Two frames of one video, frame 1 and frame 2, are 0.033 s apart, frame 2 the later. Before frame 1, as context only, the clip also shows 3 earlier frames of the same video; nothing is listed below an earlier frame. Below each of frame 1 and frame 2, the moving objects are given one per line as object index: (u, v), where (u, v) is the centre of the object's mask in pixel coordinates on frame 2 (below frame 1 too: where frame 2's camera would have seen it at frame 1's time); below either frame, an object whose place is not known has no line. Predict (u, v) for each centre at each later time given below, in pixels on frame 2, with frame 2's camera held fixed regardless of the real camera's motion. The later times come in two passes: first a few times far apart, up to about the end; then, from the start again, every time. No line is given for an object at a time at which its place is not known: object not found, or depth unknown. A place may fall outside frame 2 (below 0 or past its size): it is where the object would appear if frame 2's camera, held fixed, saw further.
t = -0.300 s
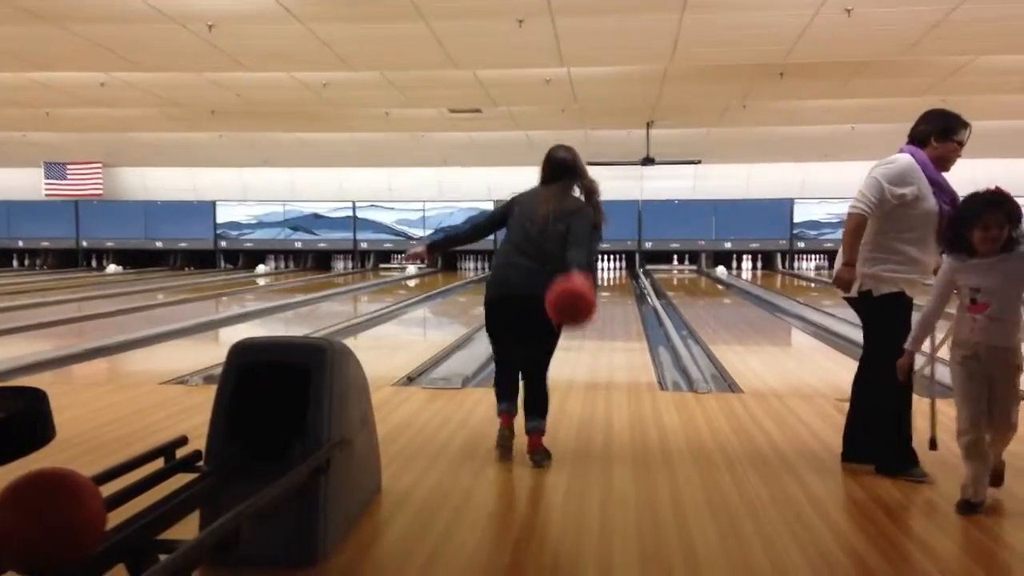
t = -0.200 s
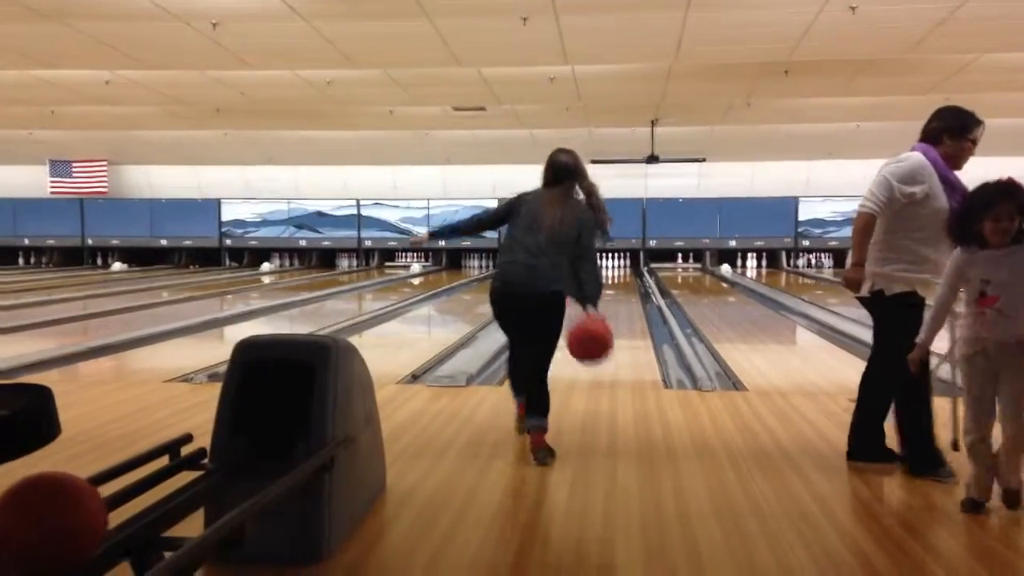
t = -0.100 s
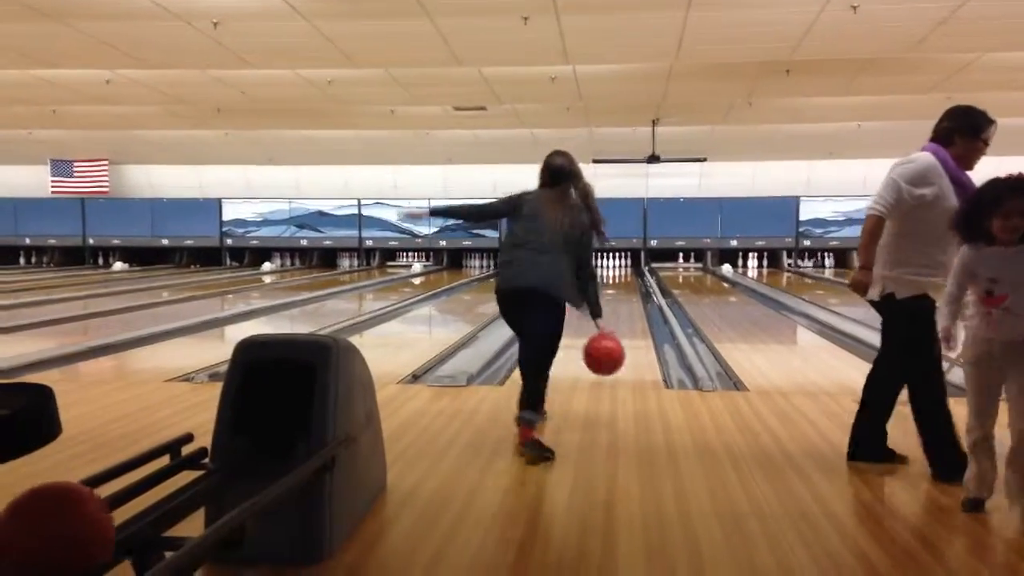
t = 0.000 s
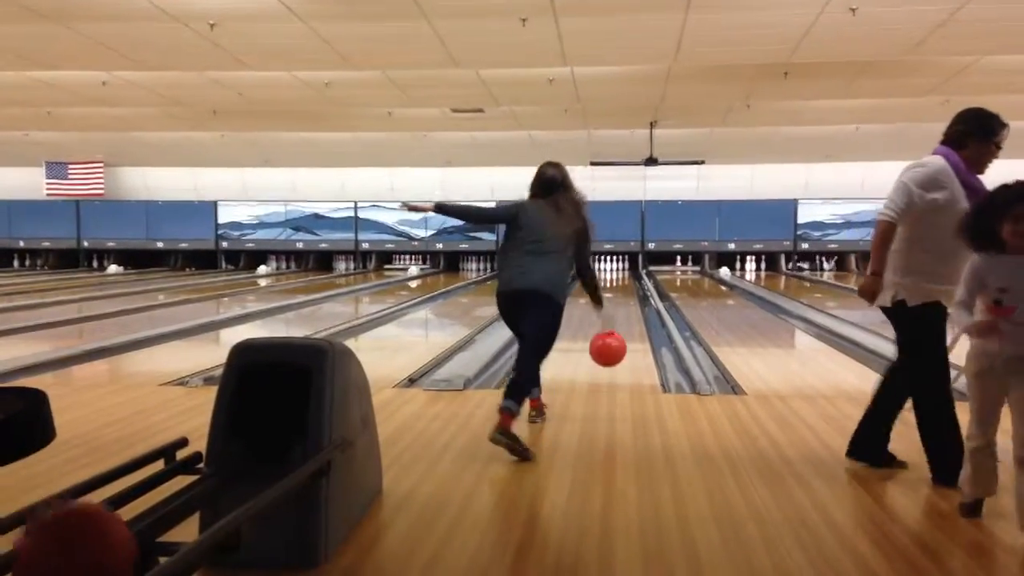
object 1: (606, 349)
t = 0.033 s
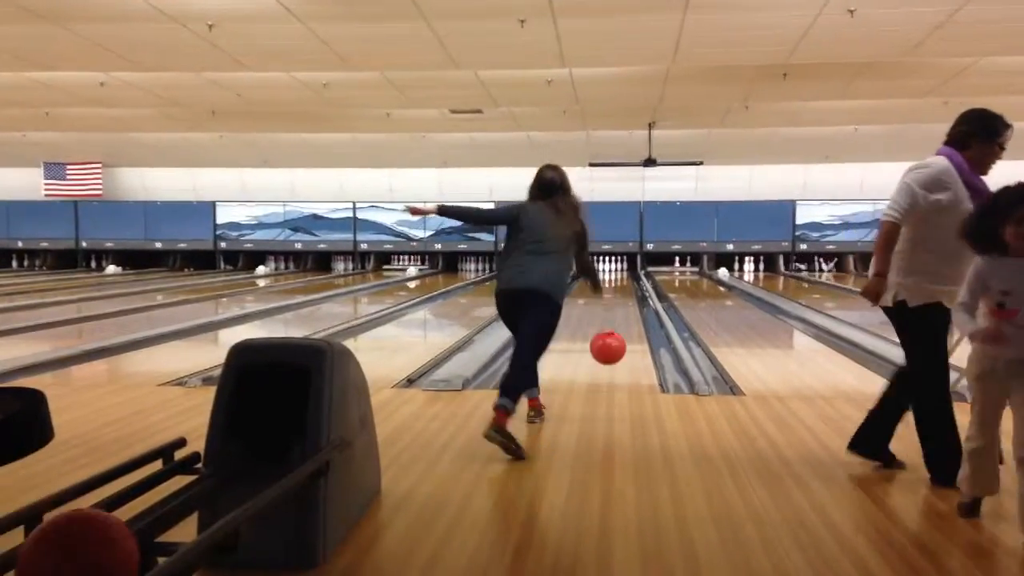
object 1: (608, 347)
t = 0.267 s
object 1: (617, 353)
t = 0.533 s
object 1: (622, 331)
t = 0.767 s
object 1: (626, 317)
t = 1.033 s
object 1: (629, 306)
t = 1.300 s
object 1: (630, 296)
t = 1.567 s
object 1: (632, 290)
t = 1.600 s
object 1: (632, 289)
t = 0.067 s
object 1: (609, 347)
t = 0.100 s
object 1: (610, 349)
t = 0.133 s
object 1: (612, 351)
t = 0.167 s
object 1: (613, 356)
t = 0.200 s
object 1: (614, 361)
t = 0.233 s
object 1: (615, 358)
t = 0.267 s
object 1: (617, 353)
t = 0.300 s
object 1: (618, 351)
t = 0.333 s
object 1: (619, 348)
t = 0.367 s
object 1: (619, 345)
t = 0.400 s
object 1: (620, 342)
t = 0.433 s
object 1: (621, 339)
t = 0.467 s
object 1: (621, 337)
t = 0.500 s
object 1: (622, 334)
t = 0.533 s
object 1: (622, 331)
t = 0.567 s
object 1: (623, 329)
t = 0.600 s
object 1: (623, 328)
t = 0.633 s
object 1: (624, 325)
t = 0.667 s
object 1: (625, 322)
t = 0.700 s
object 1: (626, 321)
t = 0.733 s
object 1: (626, 319)
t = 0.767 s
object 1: (626, 317)
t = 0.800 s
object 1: (626, 315)
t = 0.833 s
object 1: (627, 314)
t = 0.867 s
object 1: (627, 311)
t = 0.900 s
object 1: (628, 310)
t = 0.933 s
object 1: (628, 309)
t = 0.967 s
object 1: (628, 308)
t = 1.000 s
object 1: (629, 307)
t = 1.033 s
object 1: (629, 306)
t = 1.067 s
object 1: (629, 304)
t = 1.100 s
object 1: (629, 303)
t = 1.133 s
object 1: (629, 302)
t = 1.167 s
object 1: (629, 300)
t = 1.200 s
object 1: (629, 299)
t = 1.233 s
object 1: (629, 298)
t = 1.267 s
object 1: (630, 297)
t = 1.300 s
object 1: (630, 296)
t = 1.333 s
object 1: (631, 295)
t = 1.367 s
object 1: (630, 295)
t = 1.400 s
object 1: (631, 294)
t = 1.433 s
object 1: (631, 294)
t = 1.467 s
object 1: (632, 293)
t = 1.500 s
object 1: (631, 292)
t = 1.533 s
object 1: (632, 291)
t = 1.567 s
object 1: (632, 290)
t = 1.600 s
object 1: (632, 289)
